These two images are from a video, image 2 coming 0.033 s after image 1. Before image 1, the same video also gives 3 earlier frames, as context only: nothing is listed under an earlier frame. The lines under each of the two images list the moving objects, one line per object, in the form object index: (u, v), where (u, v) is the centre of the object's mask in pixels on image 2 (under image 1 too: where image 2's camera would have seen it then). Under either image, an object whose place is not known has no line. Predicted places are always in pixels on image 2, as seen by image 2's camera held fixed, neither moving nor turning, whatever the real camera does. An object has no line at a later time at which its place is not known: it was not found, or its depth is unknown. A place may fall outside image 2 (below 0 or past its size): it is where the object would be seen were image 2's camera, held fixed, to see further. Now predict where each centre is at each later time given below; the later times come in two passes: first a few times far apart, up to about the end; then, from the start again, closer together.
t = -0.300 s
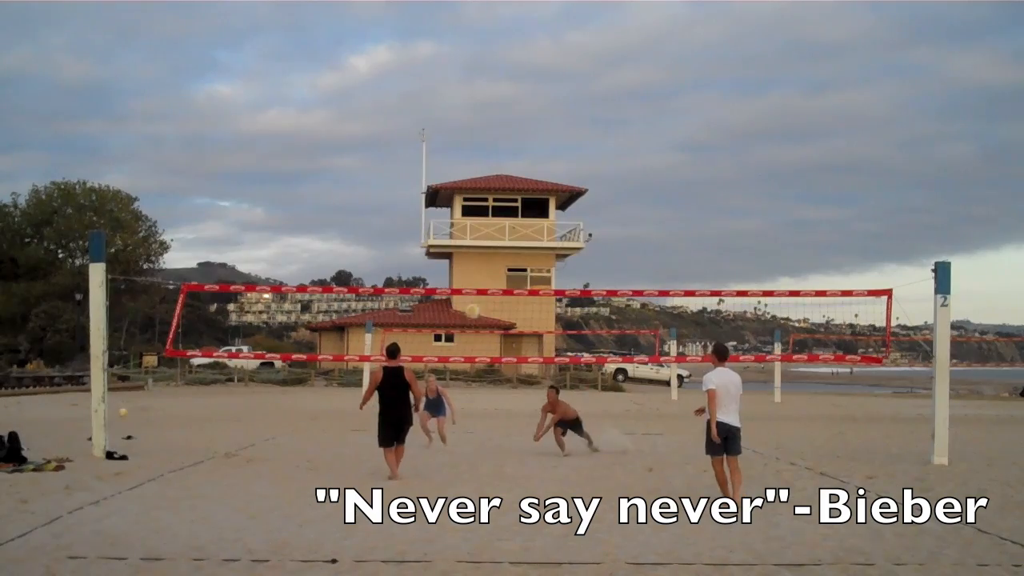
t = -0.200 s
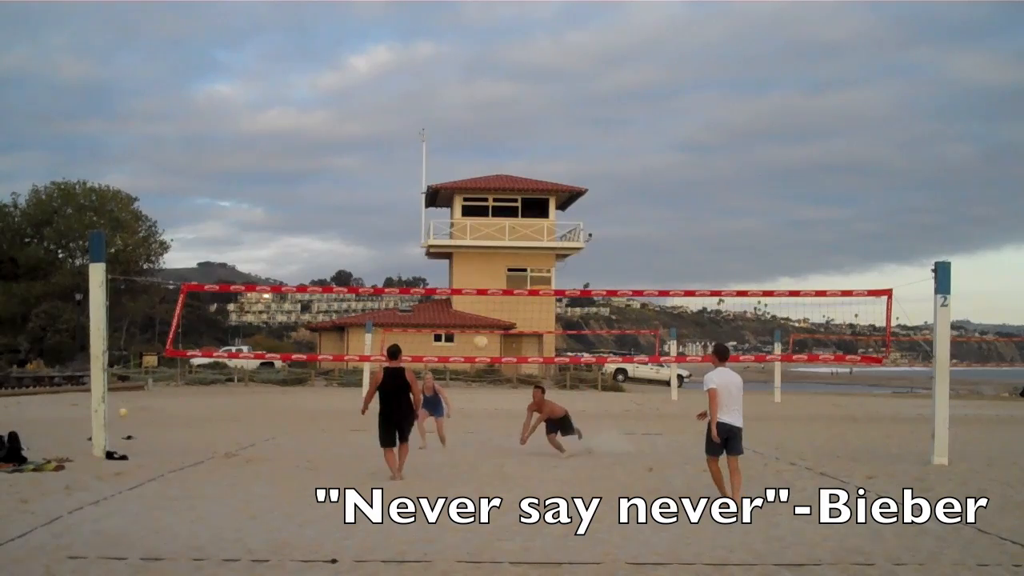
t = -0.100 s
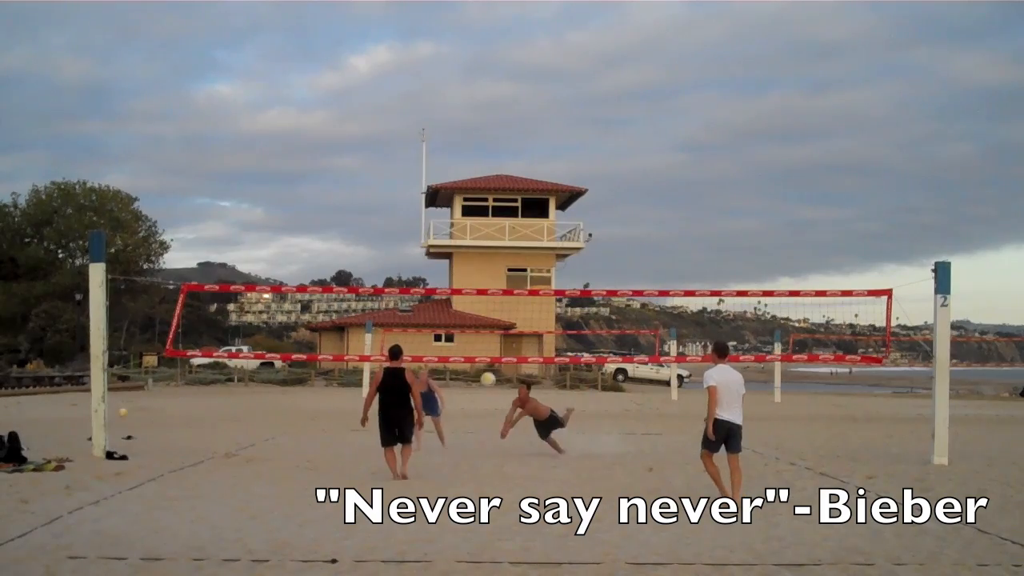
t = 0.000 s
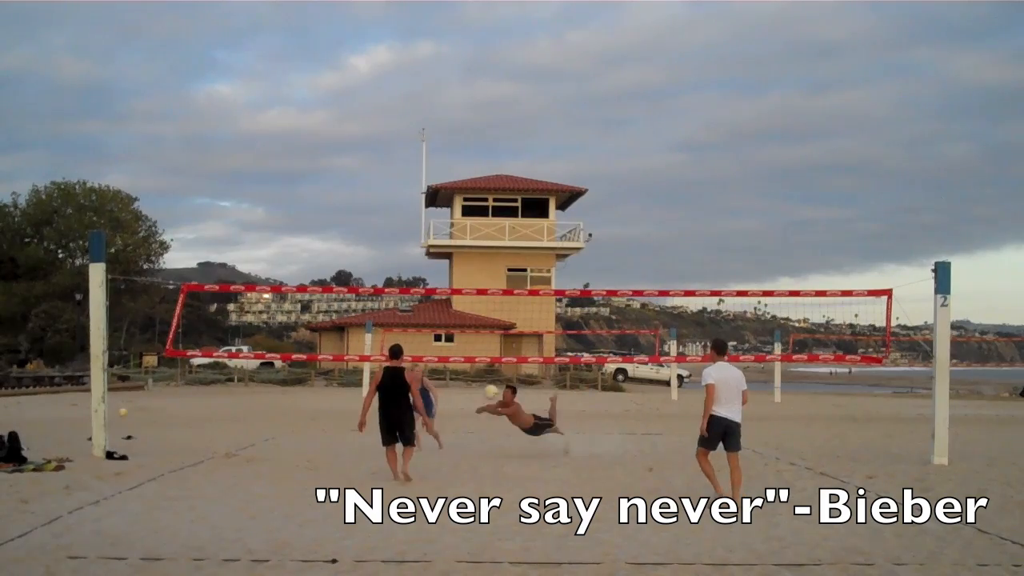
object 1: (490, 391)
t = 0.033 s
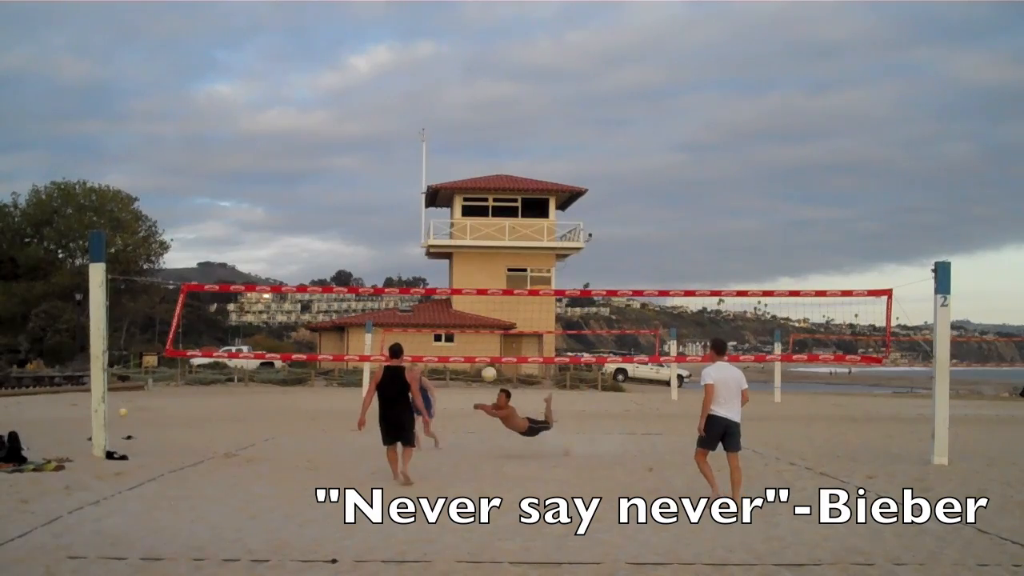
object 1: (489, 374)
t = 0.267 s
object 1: (478, 257)
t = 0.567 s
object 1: (466, 148)
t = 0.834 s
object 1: (456, 94)
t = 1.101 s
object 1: (448, 91)
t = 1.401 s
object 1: (433, 168)
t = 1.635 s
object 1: (416, 299)
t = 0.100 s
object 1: (485, 336)
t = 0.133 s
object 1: (483, 321)
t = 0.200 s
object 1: (481, 285)
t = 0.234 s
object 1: (479, 273)
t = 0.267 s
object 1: (478, 257)
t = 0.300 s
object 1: (476, 242)
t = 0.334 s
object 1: (475, 229)
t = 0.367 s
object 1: (473, 215)
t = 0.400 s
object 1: (472, 203)
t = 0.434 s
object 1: (471, 191)
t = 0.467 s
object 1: (470, 179)
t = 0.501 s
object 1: (468, 168)
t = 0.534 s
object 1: (467, 158)
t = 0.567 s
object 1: (466, 148)
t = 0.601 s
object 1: (465, 139)
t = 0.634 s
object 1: (464, 130)
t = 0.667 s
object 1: (463, 122)
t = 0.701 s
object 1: (461, 115)
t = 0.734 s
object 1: (460, 109)
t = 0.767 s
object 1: (459, 104)
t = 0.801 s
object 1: (458, 98)
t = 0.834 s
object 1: (456, 94)
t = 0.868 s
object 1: (456, 90)
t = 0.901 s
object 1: (455, 88)
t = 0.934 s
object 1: (454, 87)
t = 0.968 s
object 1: (452, 86)
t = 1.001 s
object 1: (451, 86)
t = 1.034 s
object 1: (450, 87)
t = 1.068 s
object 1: (448, 88)
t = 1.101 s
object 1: (448, 91)
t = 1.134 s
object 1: (447, 95)
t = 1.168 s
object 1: (445, 101)
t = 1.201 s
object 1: (444, 107)
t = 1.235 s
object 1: (442, 114)
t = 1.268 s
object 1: (440, 122)
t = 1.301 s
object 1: (439, 132)
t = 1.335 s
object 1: (437, 142)
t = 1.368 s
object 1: (435, 154)
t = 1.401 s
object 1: (433, 168)
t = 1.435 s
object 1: (431, 183)
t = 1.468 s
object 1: (429, 198)
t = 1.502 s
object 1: (425, 215)
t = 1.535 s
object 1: (424, 234)
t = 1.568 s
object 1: (422, 254)
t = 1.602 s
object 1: (418, 276)
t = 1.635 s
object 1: (416, 299)
